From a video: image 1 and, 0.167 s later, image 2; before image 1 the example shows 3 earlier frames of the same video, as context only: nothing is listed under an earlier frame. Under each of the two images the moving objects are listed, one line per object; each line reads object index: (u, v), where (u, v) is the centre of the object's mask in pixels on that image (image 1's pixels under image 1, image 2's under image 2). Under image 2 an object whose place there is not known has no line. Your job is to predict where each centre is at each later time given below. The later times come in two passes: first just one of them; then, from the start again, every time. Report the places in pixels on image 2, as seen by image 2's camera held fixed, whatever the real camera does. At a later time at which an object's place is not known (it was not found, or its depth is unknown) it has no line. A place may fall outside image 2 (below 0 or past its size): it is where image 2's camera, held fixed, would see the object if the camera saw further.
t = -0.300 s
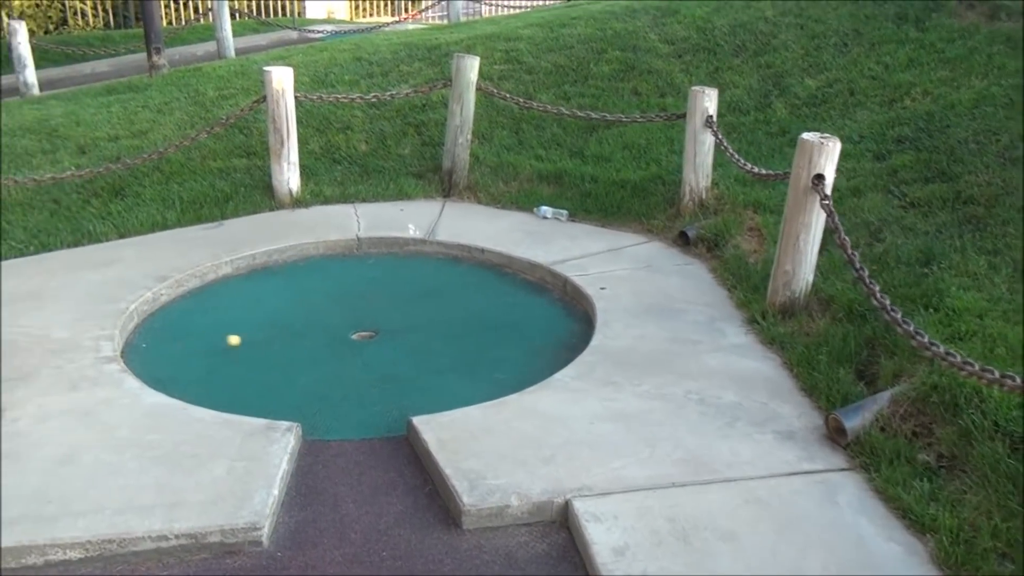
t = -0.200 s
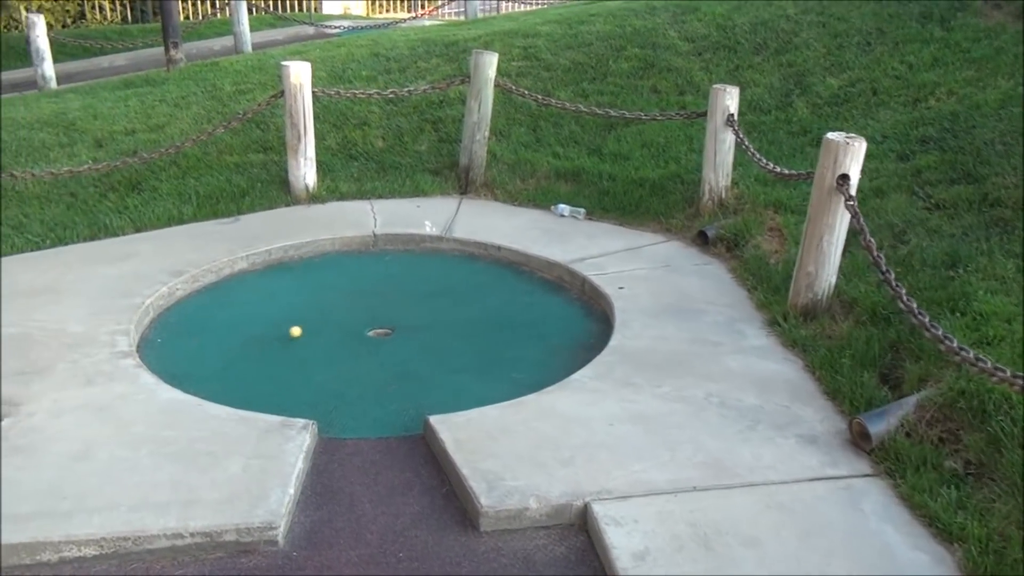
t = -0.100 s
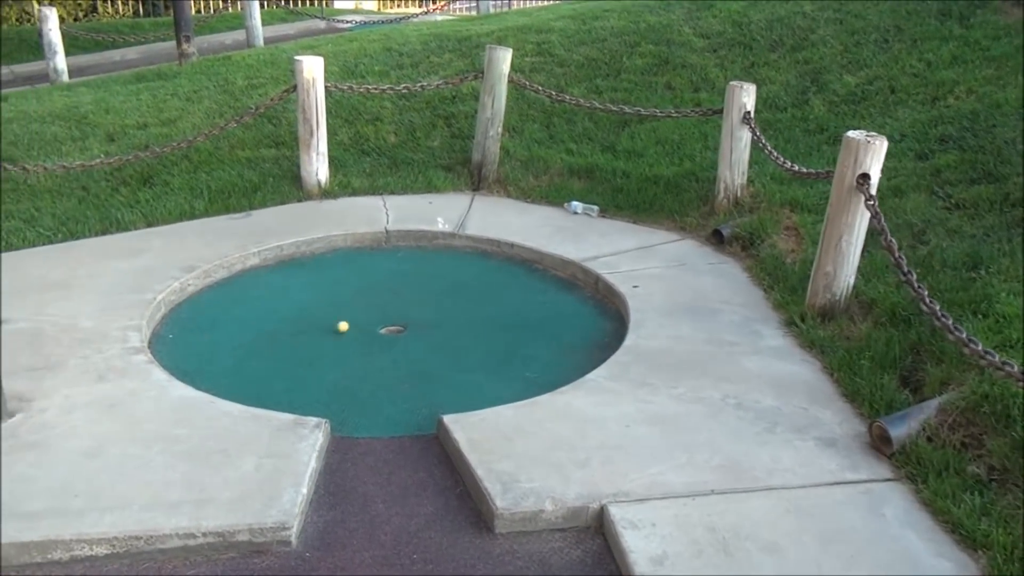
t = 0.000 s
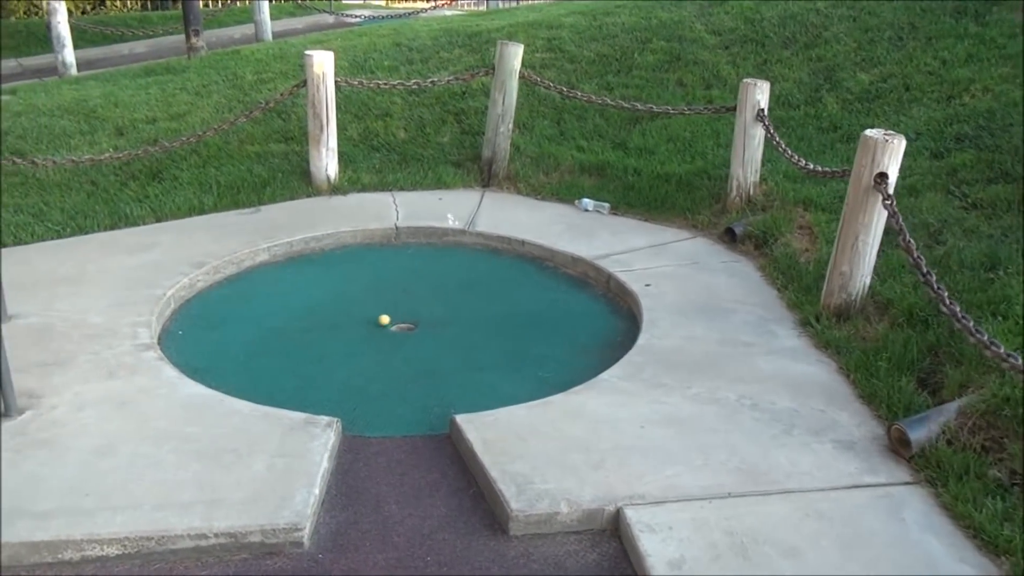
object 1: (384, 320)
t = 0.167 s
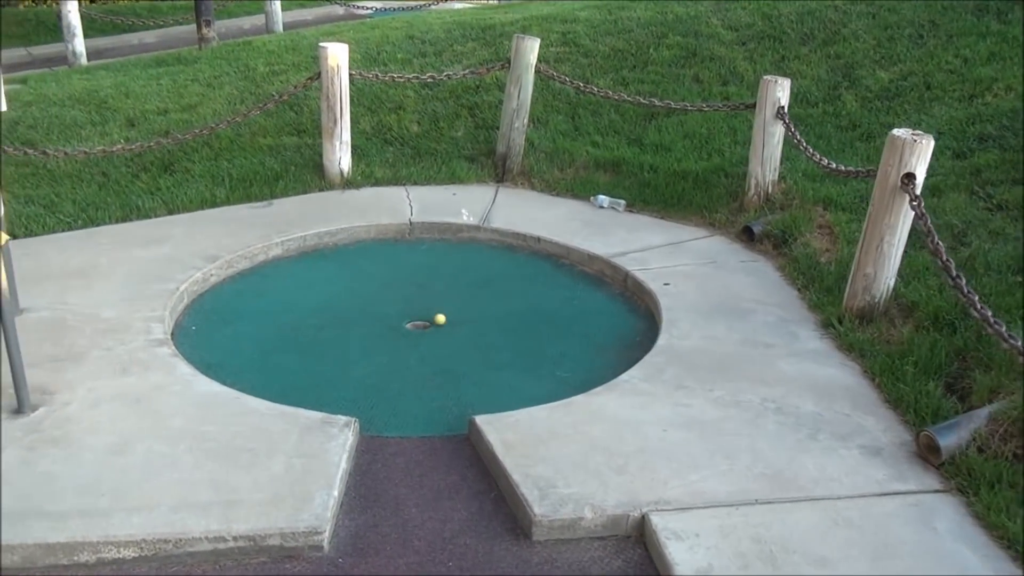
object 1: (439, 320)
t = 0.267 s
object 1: (460, 325)
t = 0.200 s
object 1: (446, 322)
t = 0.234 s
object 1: (453, 323)
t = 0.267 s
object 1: (460, 325)
